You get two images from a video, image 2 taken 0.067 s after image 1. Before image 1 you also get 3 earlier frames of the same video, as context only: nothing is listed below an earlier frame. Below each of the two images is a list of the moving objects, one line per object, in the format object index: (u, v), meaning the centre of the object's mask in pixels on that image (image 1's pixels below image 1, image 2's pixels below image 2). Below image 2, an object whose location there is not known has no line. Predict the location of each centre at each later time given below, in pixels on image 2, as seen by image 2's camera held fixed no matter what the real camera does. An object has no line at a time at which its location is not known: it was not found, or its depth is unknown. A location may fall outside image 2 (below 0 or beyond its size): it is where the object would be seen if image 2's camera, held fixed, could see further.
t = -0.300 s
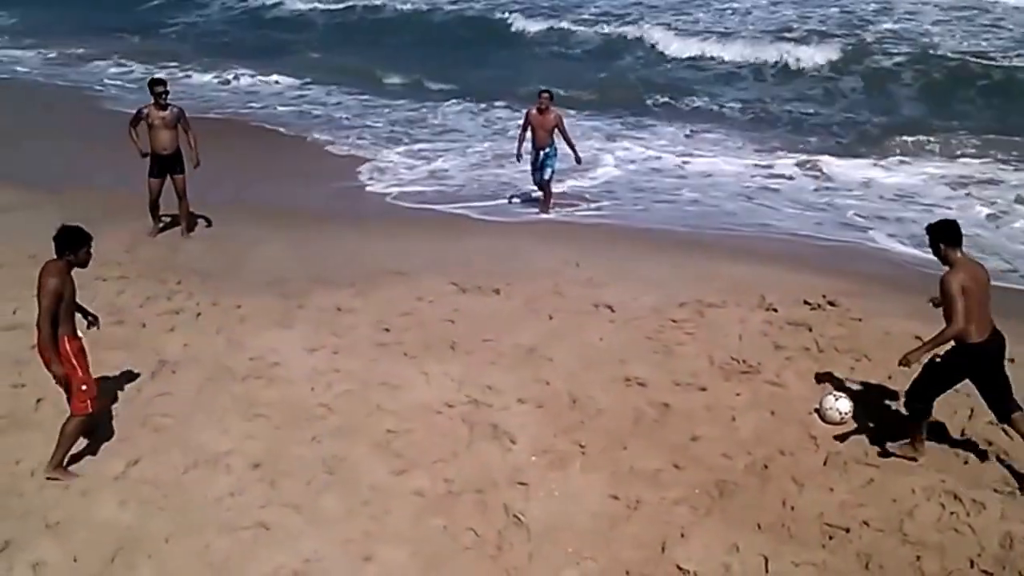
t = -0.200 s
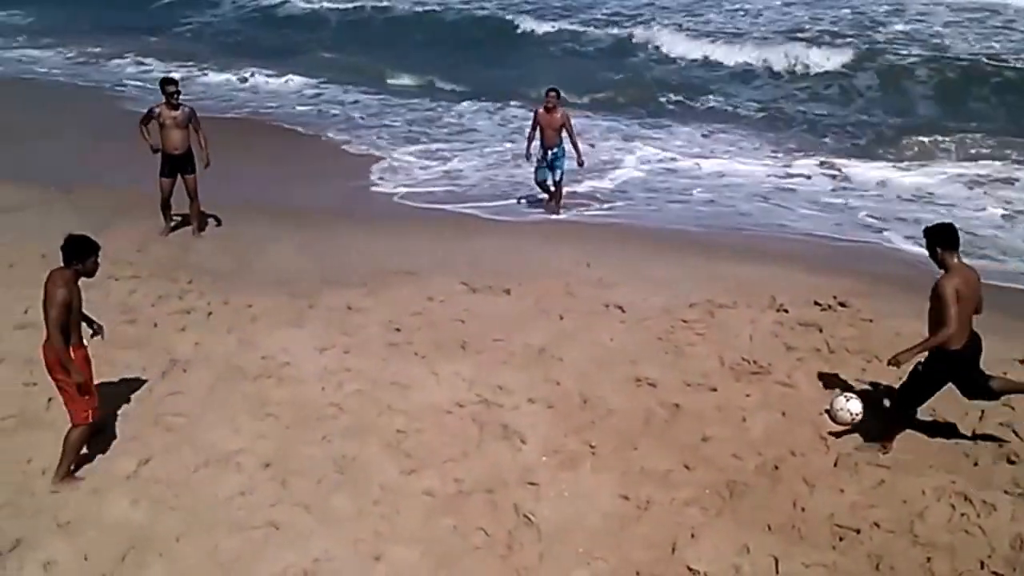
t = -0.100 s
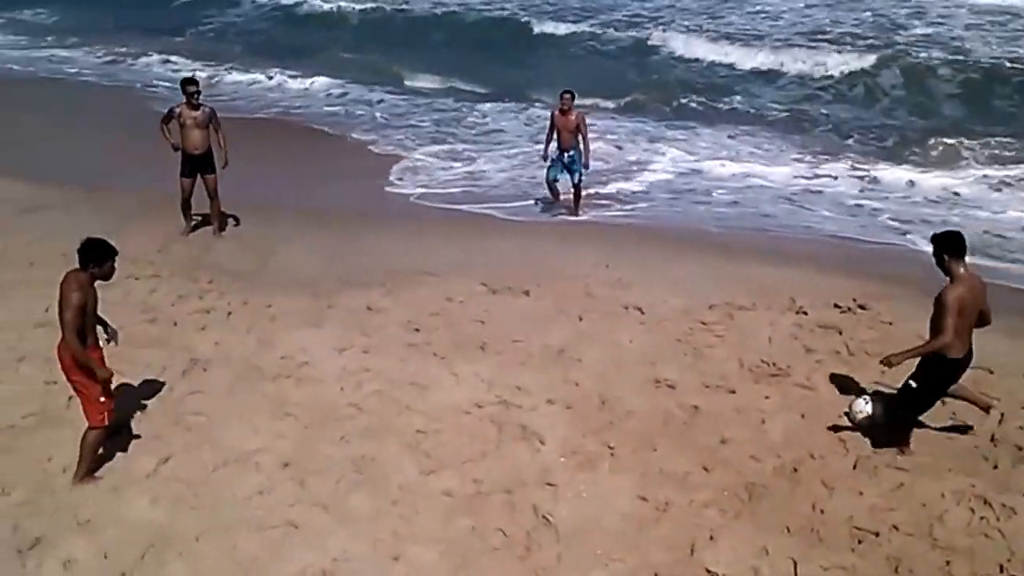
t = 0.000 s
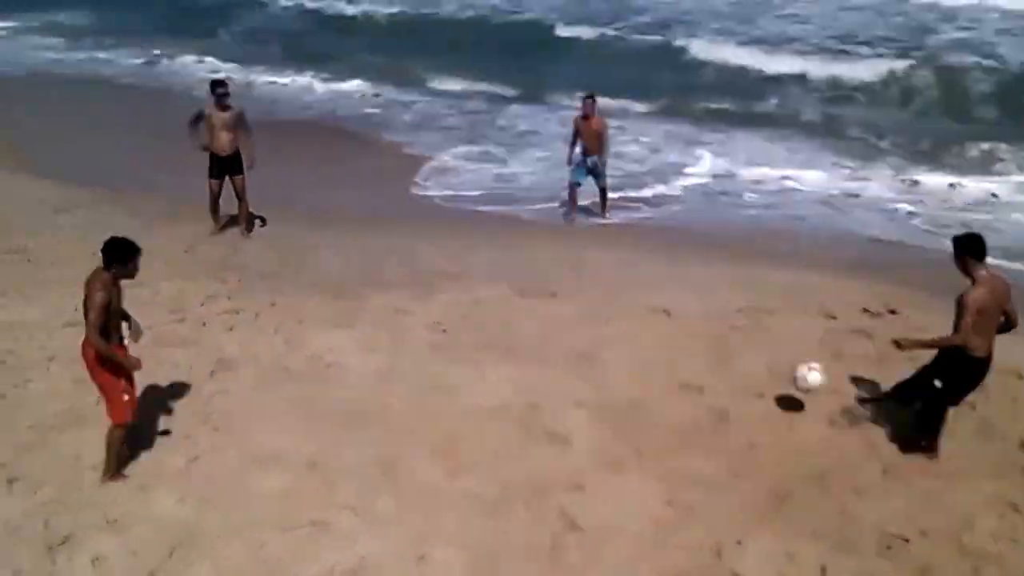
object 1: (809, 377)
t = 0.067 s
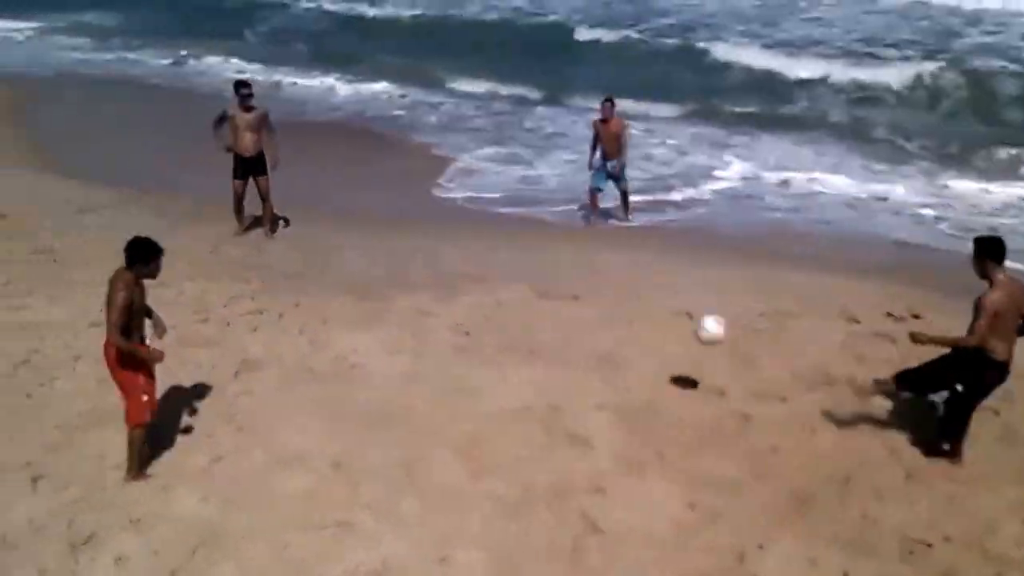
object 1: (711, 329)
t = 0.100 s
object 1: (652, 306)
